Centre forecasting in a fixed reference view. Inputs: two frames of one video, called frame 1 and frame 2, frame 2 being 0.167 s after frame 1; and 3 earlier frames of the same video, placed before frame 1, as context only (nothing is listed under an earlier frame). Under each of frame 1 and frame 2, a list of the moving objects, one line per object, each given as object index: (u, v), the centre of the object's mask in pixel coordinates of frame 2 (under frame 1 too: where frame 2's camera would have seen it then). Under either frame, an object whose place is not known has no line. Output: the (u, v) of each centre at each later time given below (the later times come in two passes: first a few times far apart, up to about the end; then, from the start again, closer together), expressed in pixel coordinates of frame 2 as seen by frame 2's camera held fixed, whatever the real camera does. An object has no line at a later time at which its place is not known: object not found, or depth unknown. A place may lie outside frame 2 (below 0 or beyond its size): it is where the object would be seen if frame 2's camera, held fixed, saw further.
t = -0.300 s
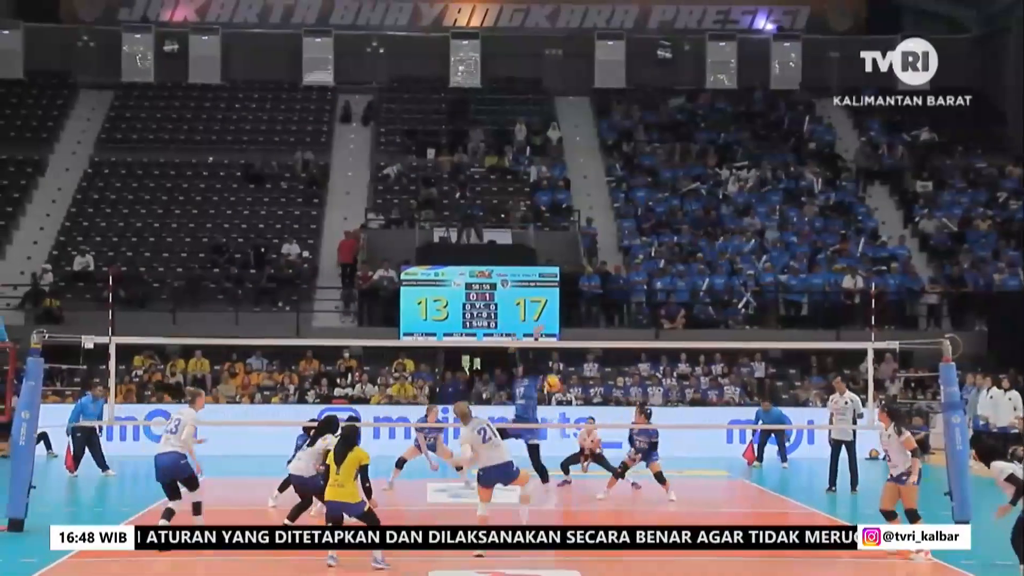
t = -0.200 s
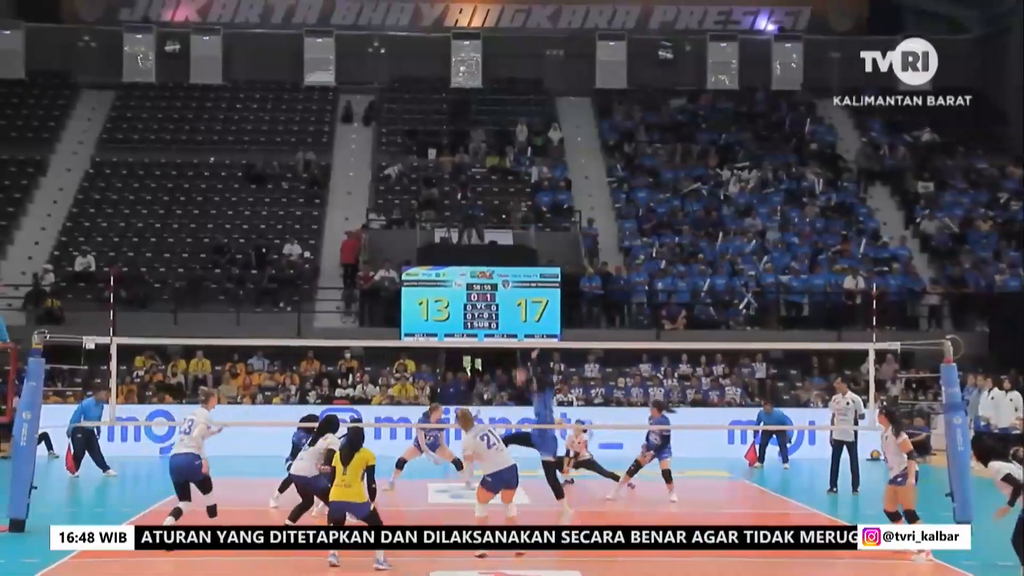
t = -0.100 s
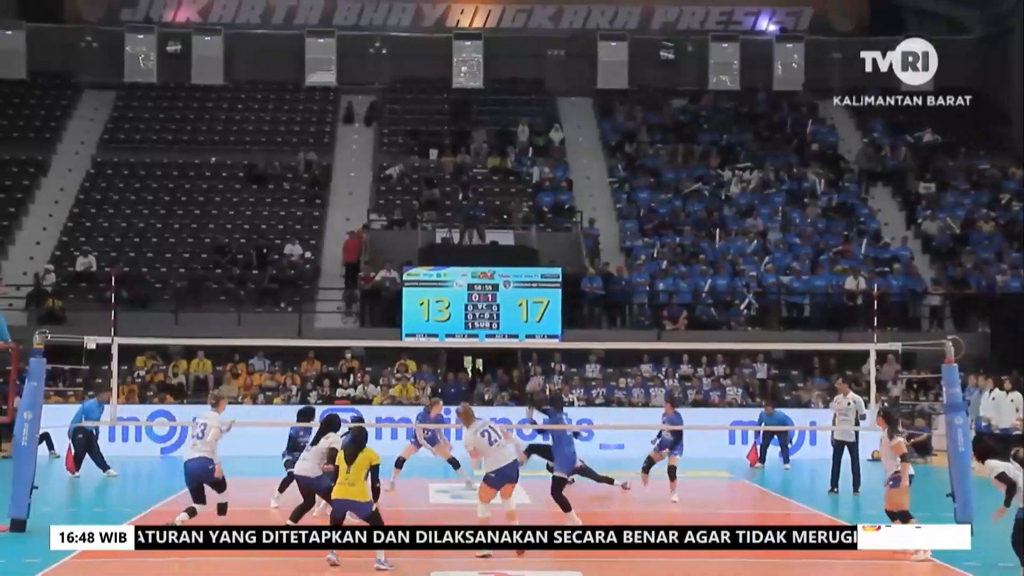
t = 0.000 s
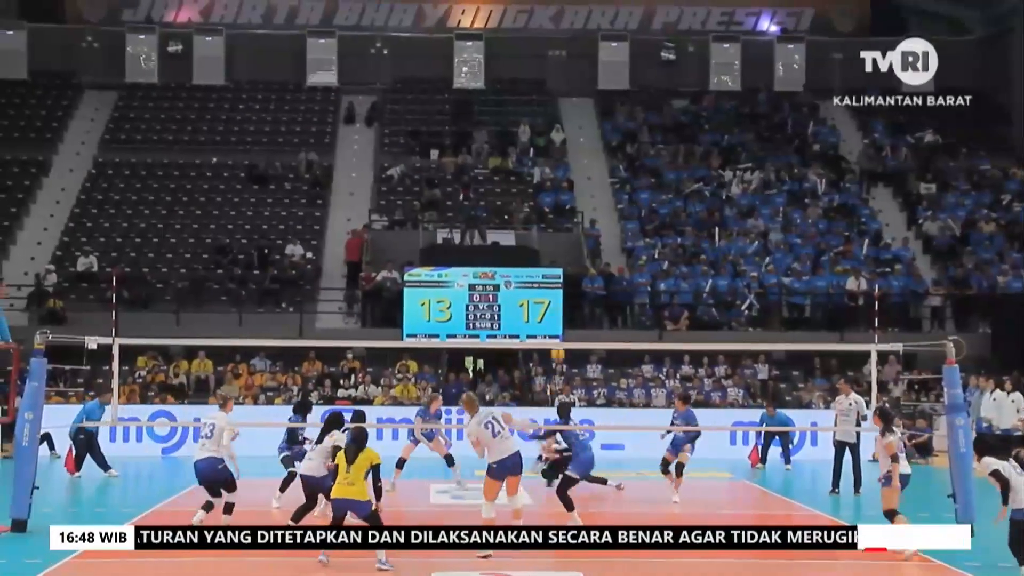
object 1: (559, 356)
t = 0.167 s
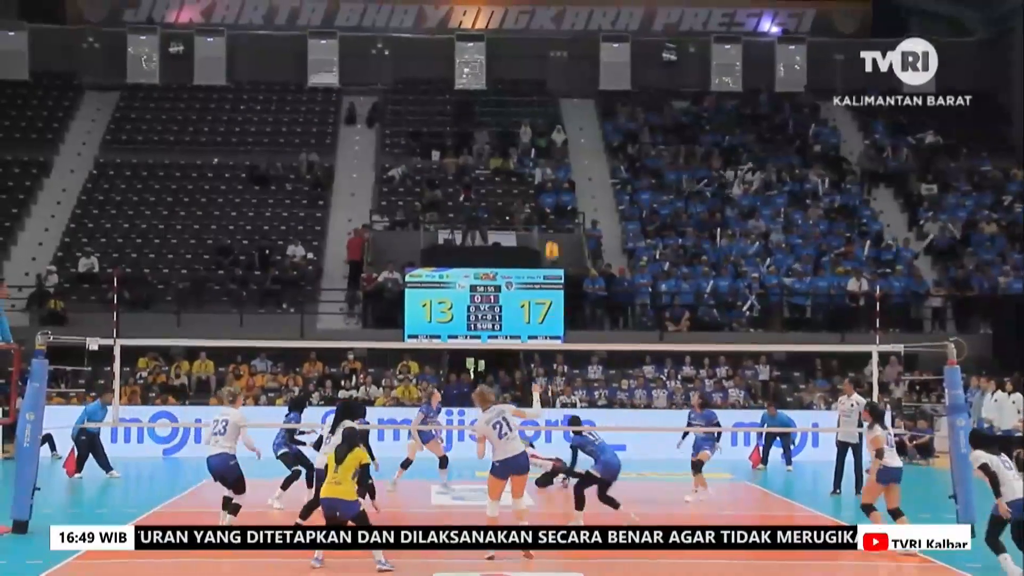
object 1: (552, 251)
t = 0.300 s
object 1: (547, 184)
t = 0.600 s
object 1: (536, 77)
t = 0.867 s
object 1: (527, 31)
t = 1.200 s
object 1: (517, 37)
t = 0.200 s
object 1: (550, 232)
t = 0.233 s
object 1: (549, 215)
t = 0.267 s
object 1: (548, 199)
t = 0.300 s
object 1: (547, 184)
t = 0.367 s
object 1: (544, 154)
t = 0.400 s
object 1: (543, 140)
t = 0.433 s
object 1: (542, 128)
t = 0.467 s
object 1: (540, 116)
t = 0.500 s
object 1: (539, 105)
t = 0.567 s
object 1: (538, 86)
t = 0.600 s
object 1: (536, 77)
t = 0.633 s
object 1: (535, 68)
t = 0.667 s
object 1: (534, 61)
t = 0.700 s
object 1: (533, 54)
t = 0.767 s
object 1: (531, 43)
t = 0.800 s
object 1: (530, 38)
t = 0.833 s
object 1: (529, 34)
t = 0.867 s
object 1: (527, 31)
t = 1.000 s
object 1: (523, 25)
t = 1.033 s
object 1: (522, 25)
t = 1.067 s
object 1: (521, 26)
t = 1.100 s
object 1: (520, 28)
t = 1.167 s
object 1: (518, 33)
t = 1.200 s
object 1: (517, 37)
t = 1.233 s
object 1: (516, 41)
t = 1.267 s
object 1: (515, 46)
